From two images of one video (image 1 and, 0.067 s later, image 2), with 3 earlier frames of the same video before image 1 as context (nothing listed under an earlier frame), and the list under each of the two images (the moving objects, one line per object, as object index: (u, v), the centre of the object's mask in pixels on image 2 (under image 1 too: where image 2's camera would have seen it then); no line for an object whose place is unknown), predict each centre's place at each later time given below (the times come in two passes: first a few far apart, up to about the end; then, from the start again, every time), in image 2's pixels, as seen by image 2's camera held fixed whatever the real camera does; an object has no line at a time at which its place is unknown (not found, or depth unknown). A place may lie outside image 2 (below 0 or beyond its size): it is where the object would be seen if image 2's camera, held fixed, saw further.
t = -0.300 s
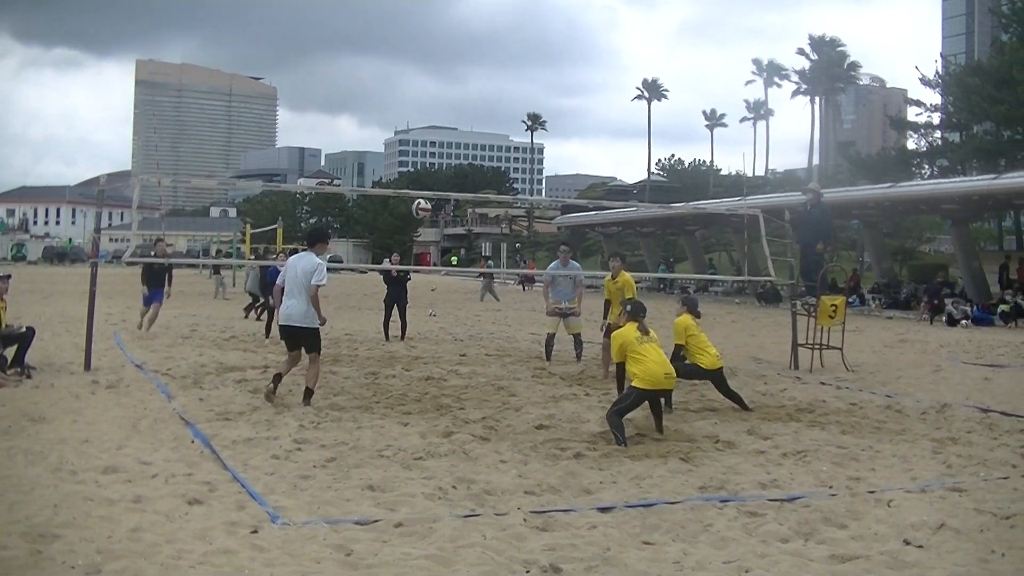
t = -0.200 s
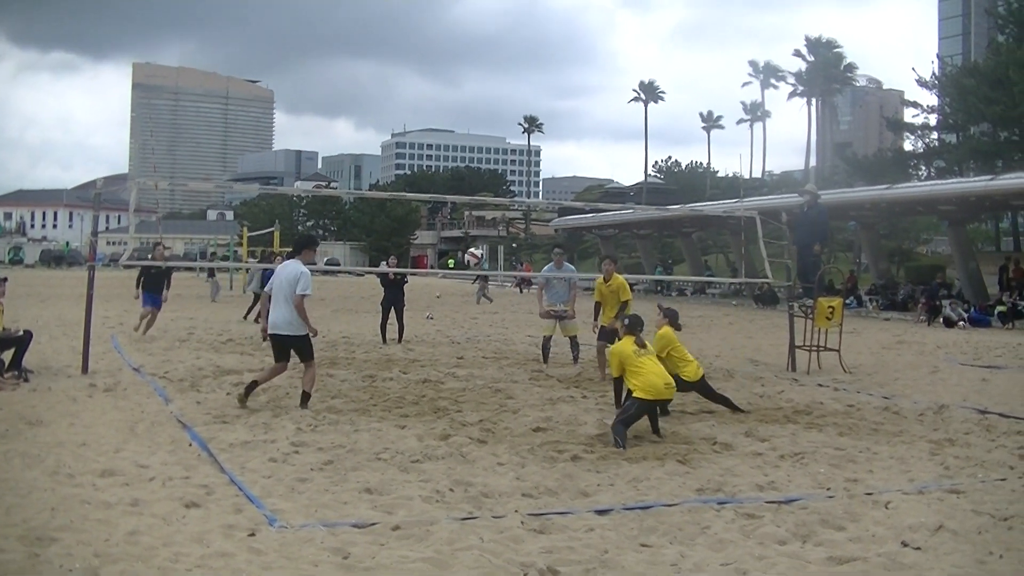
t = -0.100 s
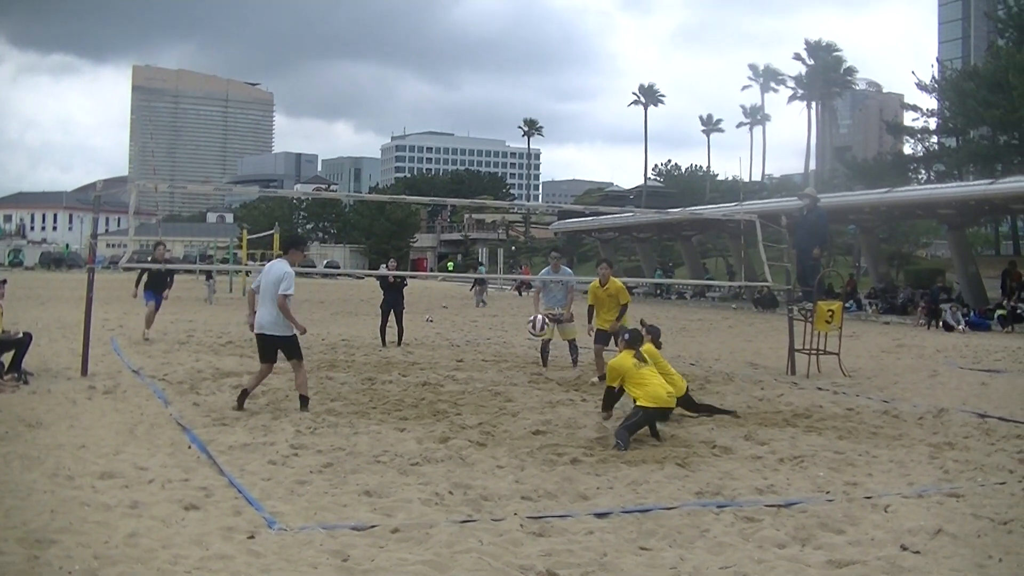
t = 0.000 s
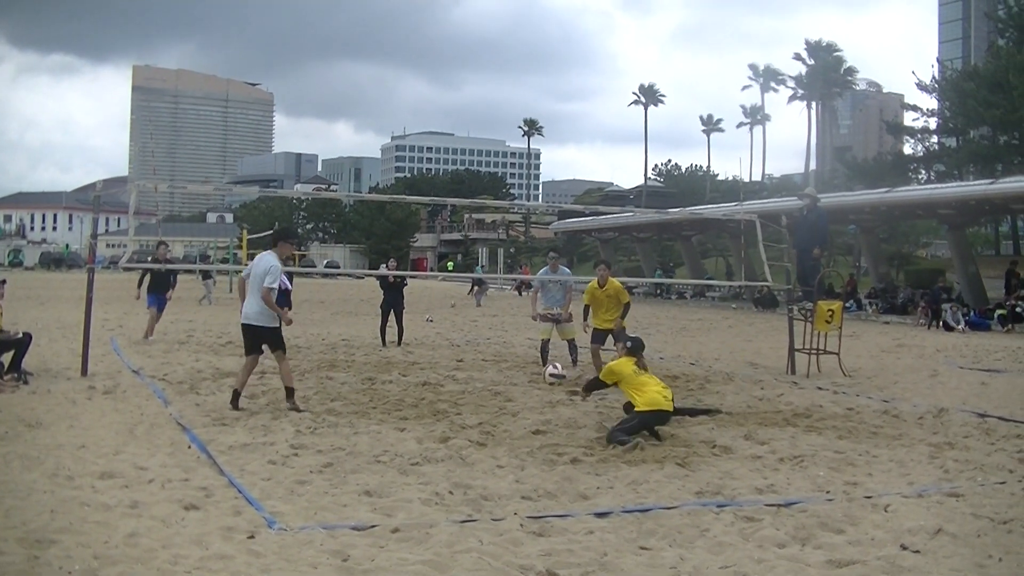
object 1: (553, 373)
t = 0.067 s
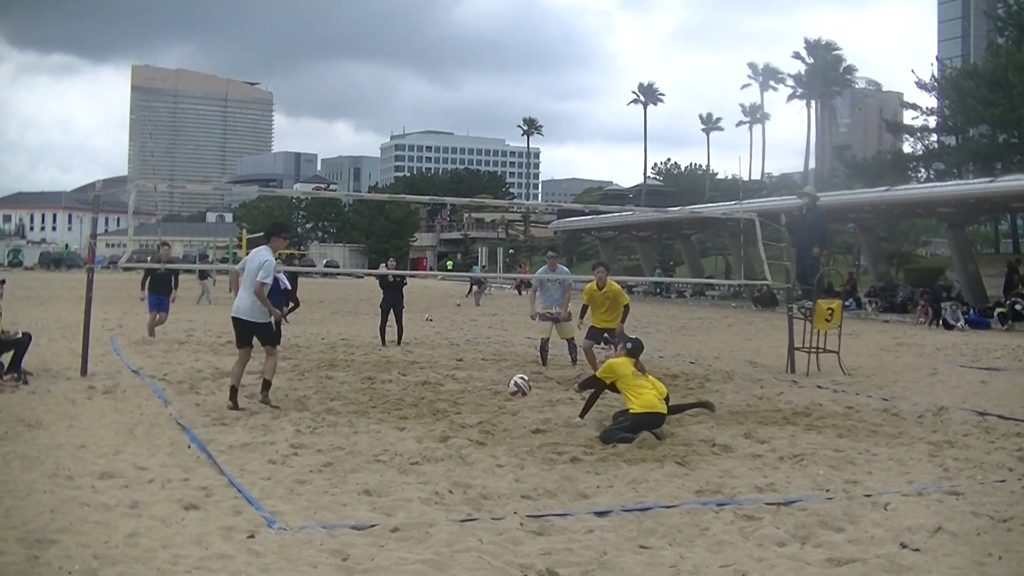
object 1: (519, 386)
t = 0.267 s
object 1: (426, 412)
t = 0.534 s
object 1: (347, 411)
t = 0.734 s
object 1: (293, 414)
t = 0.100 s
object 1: (501, 395)
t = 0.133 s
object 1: (483, 404)
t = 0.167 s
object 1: (464, 415)
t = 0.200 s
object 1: (445, 424)
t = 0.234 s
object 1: (435, 419)
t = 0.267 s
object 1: (426, 412)
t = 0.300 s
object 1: (416, 408)
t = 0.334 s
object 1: (406, 404)
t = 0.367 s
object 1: (396, 401)
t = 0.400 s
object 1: (386, 400)
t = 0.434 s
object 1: (375, 401)
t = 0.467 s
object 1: (366, 403)
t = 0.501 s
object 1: (356, 406)
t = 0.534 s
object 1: (347, 411)
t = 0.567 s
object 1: (337, 416)
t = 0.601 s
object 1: (328, 419)
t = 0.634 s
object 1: (317, 419)
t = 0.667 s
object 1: (309, 417)
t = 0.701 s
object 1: (301, 415)
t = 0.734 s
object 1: (293, 414)
